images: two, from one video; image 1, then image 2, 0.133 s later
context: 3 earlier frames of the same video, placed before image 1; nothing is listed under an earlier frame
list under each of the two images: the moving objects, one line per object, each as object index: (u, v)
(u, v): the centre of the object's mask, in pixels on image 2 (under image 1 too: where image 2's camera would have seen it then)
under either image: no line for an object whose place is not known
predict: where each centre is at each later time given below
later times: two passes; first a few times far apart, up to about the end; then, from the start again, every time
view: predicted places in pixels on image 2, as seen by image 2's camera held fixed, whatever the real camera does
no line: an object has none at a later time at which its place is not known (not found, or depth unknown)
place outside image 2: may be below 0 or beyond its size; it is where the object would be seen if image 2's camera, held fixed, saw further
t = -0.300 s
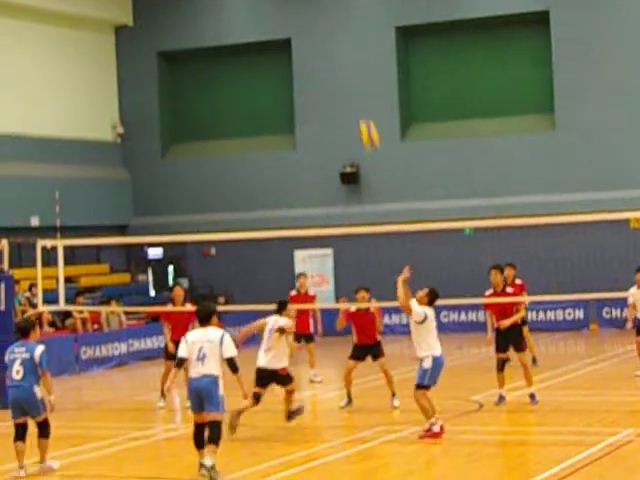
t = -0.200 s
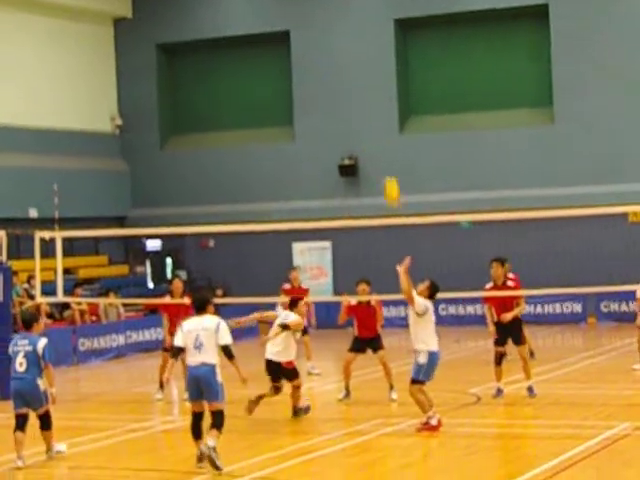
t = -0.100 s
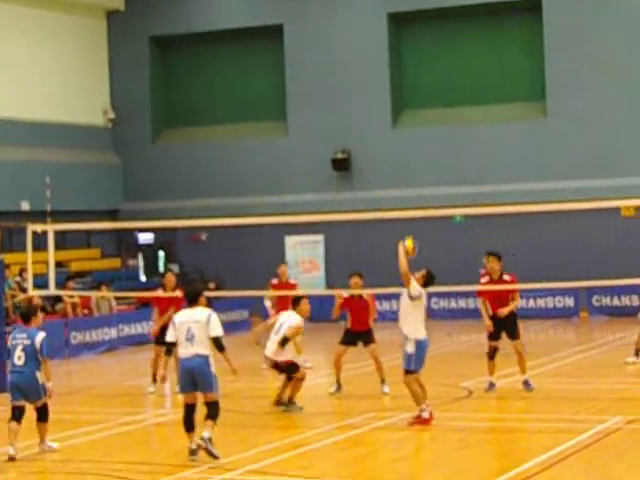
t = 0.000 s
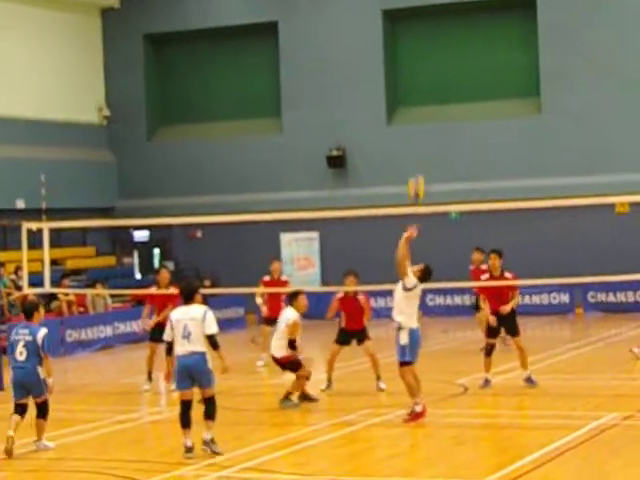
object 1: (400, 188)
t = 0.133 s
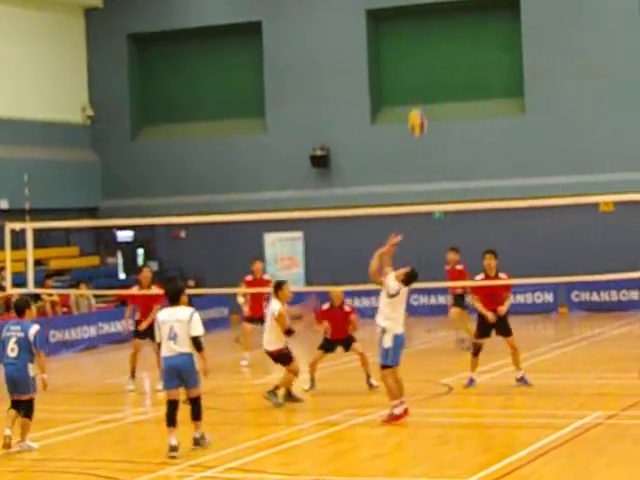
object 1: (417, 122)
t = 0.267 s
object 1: (432, 73)
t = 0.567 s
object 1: (470, 18)
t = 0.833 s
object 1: (504, 32)
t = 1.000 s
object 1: (524, 70)
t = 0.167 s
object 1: (420, 107)
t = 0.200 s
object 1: (424, 94)
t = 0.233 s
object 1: (428, 83)
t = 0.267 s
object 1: (432, 73)
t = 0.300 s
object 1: (437, 63)
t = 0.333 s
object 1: (441, 54)
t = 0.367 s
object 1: (445, 46)
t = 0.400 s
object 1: (450, 39)
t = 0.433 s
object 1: (453, 33)
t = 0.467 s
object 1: (458, 28)
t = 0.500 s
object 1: (462, 23)
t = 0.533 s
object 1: (466, 21)
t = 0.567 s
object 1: (470, 18)
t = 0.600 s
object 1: (474, 17)
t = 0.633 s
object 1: (479, 17)
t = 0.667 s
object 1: (484, 17)
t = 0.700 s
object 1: (488, 18)
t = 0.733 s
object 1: (492, 20)
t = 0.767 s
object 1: (496, 23)
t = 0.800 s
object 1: (500, 27)
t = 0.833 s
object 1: (504, 32)
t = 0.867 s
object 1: (508, 39)
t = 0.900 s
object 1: (512, 45)
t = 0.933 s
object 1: (516, 53)
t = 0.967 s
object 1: (520, 61)
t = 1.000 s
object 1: (524, 70)
